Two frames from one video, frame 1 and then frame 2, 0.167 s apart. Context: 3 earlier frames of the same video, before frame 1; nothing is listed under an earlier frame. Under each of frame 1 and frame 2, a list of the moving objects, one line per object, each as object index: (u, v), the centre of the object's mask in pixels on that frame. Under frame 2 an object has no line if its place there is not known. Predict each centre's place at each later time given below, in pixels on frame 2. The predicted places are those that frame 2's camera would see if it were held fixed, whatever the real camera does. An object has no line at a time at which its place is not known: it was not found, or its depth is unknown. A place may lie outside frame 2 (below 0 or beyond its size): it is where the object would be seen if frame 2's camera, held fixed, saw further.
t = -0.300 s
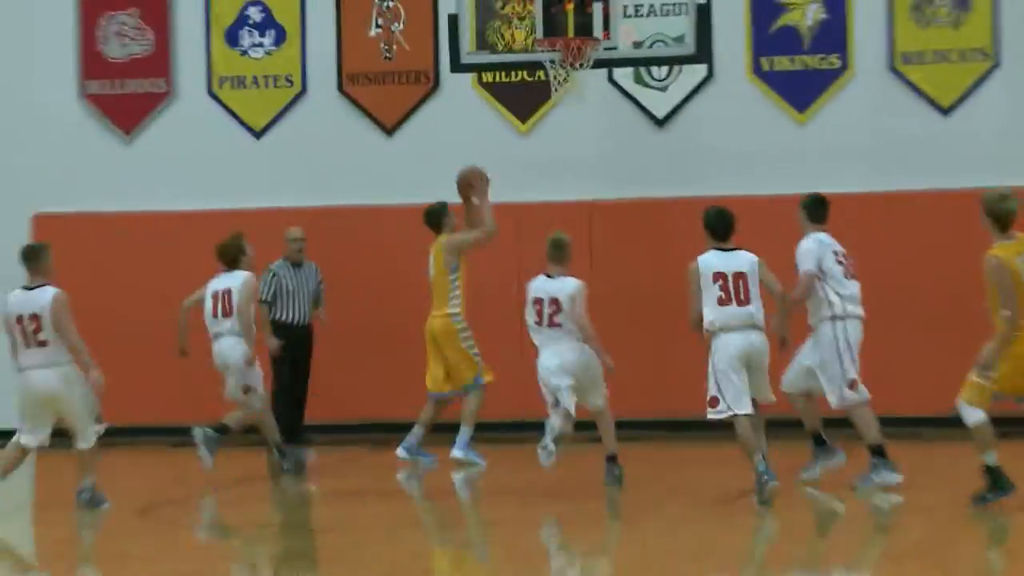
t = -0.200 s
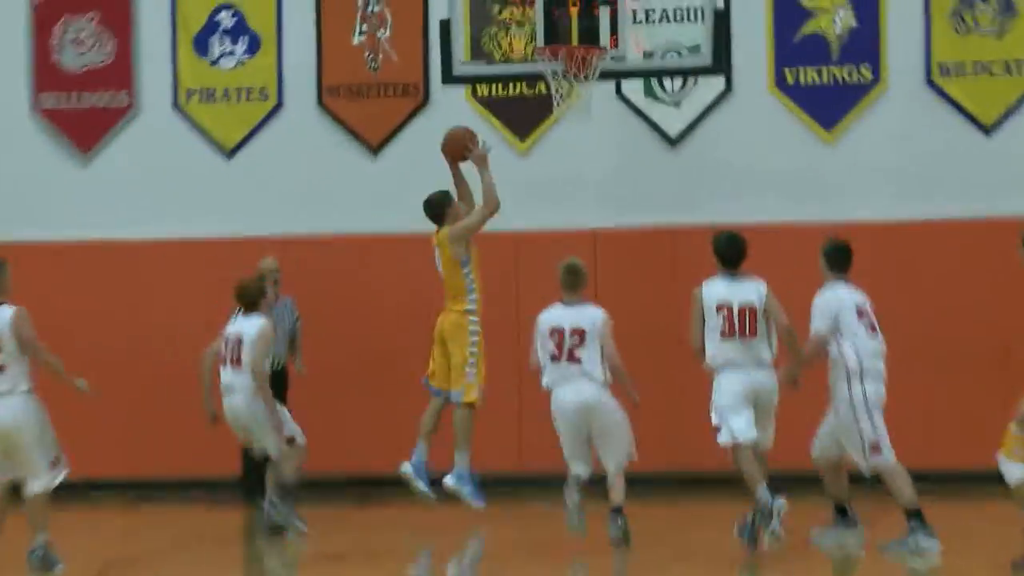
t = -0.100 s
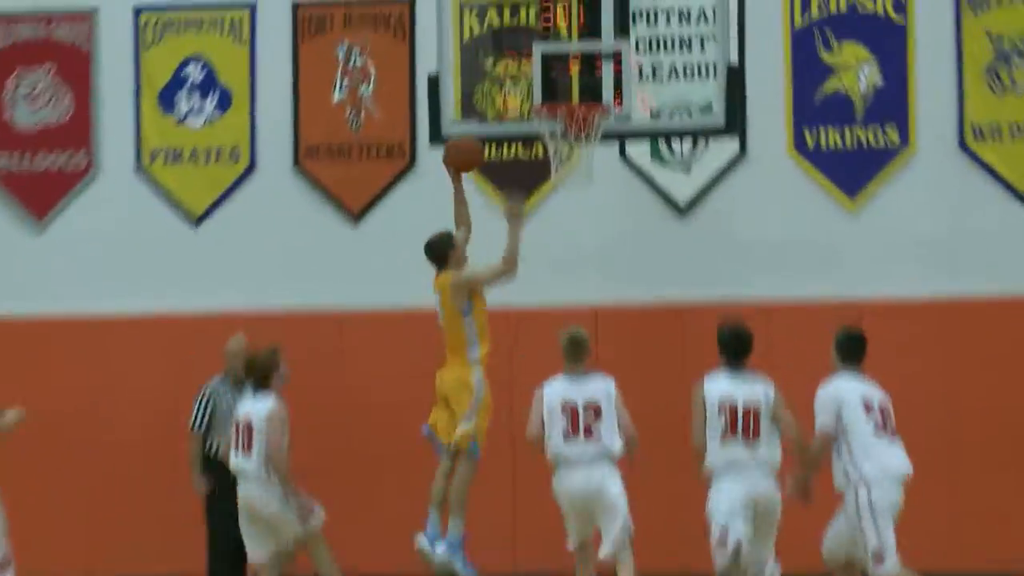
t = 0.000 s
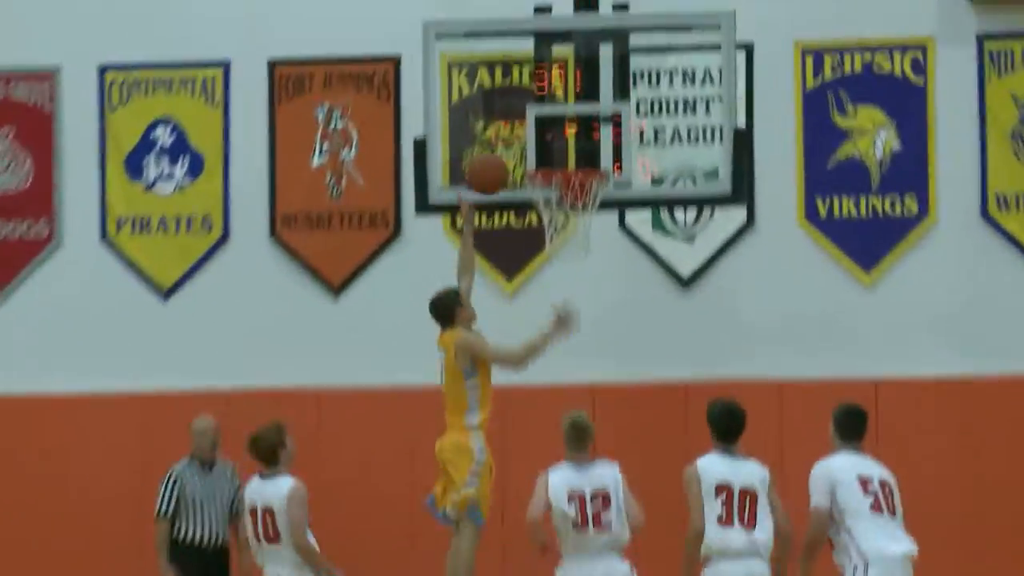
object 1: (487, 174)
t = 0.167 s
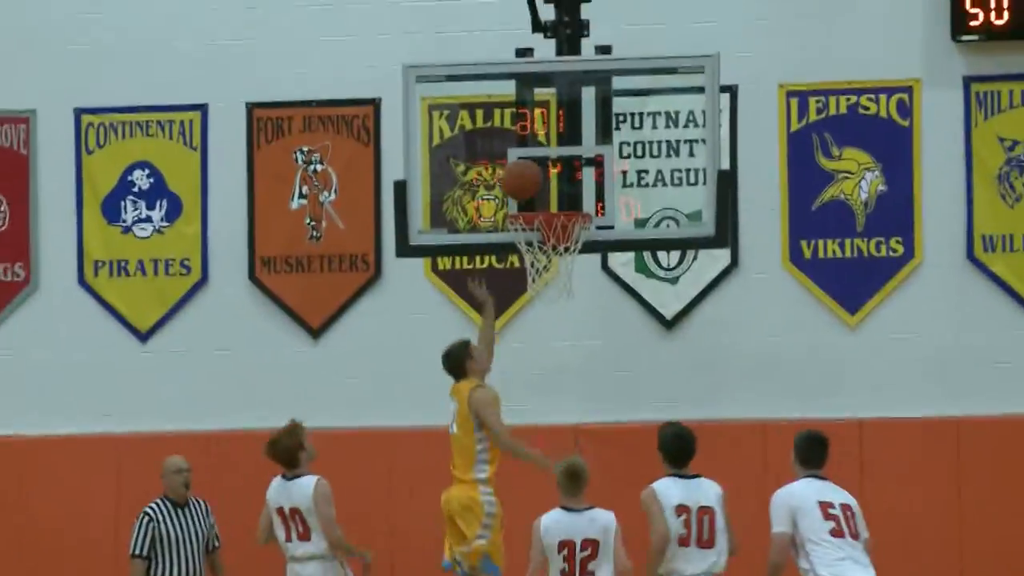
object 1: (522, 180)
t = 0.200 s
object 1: (529, 179)
